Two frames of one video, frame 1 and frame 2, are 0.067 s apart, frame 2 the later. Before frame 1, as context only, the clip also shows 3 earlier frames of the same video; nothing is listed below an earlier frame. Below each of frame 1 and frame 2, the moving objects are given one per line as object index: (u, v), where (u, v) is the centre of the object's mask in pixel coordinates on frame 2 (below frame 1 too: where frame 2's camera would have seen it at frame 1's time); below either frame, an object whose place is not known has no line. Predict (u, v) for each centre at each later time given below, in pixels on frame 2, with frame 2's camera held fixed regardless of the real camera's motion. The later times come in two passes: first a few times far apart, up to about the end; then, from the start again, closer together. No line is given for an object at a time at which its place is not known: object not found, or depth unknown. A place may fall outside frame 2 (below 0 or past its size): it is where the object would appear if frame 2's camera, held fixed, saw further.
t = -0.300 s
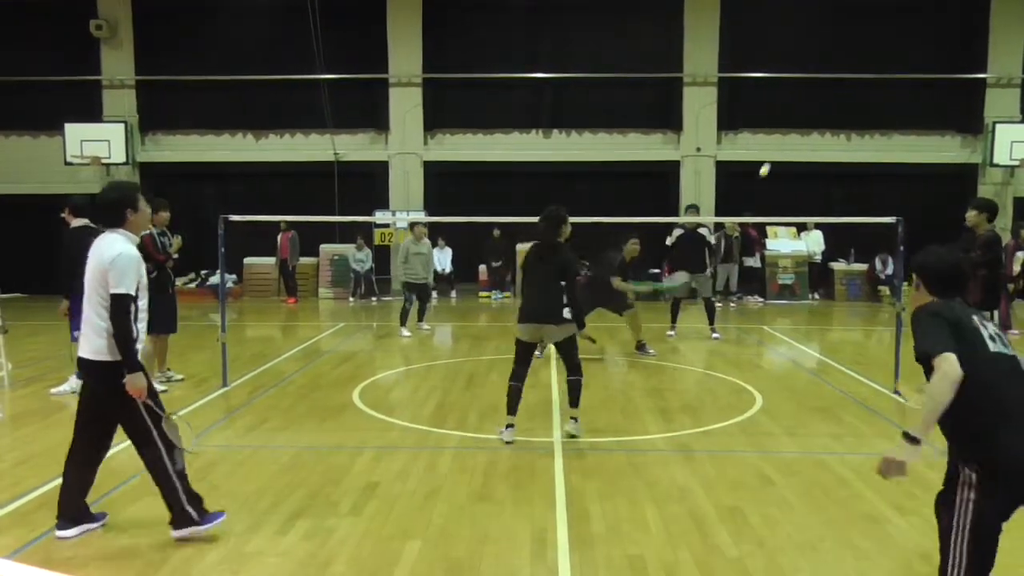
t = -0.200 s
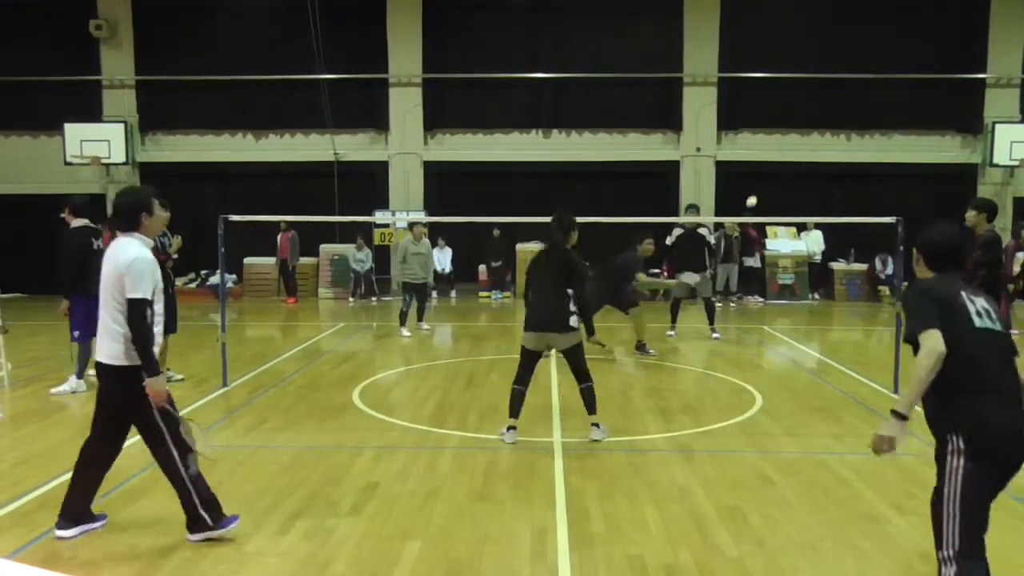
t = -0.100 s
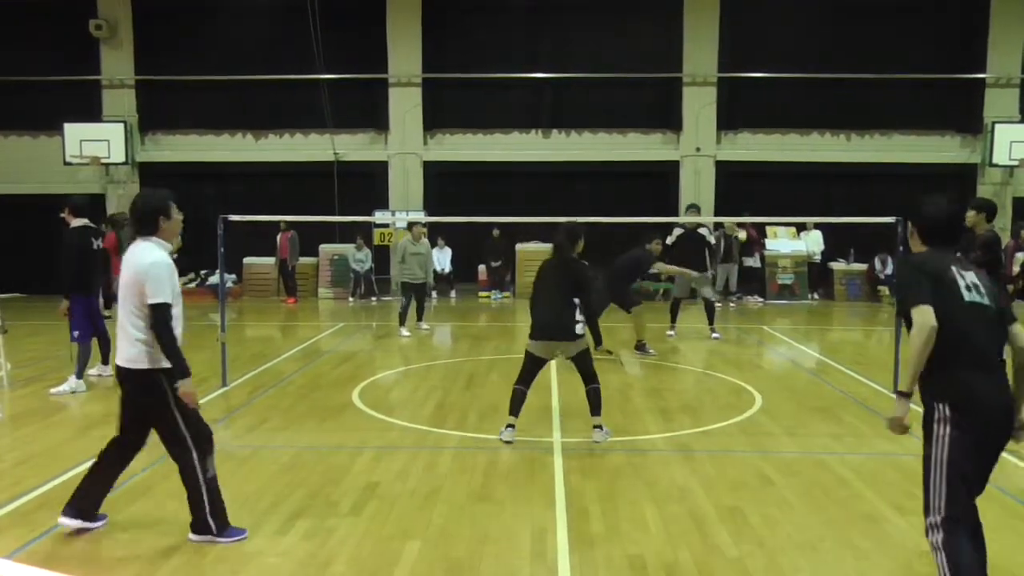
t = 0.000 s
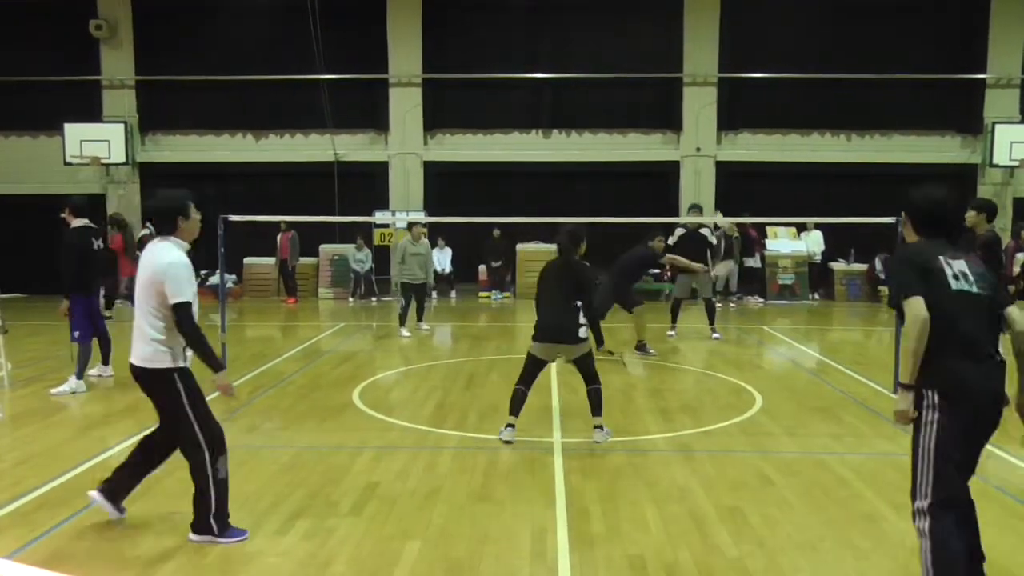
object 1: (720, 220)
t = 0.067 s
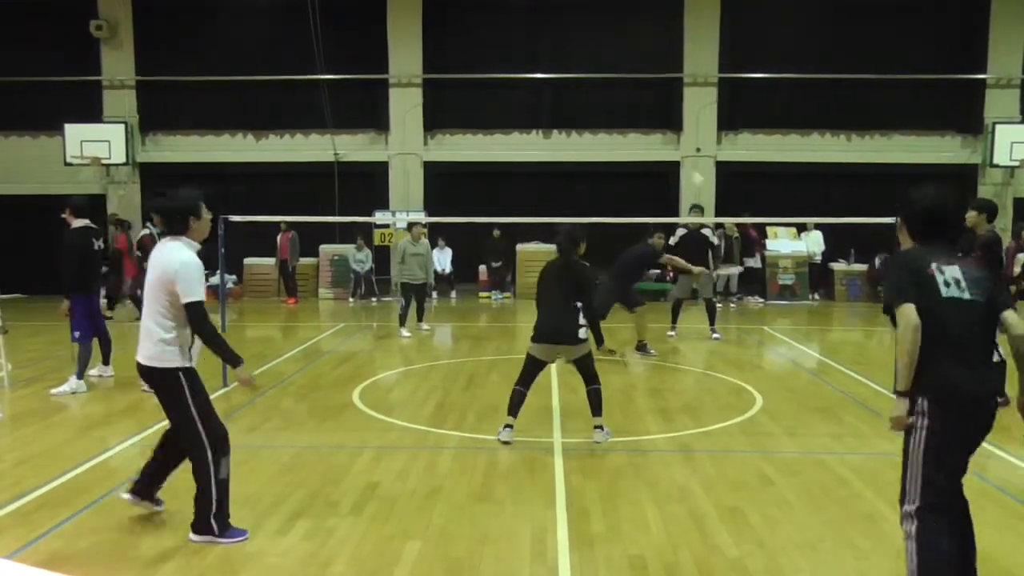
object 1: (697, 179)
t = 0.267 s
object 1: (633, 98)
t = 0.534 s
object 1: (540, 72)
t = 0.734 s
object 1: (462, 131)
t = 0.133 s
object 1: (677, 144)
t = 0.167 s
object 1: (665, 130)
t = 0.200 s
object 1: (654, 118)
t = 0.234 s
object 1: (643, 107)
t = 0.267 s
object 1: (633, 98)
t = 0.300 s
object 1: (621, 88)
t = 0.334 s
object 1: (611, 83)
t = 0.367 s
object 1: (600, 77)
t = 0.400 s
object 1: (589, 73)
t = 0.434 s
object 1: (577, 71)
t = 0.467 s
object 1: (565, 69)
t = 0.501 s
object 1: (552, 70)
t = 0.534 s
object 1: (540, 72)
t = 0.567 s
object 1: (527, 77)
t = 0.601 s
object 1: (514, 84)
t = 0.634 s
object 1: (502, 92)
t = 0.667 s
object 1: (489, 103)
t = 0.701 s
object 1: (476, 117)
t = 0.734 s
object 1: (462, 131)
